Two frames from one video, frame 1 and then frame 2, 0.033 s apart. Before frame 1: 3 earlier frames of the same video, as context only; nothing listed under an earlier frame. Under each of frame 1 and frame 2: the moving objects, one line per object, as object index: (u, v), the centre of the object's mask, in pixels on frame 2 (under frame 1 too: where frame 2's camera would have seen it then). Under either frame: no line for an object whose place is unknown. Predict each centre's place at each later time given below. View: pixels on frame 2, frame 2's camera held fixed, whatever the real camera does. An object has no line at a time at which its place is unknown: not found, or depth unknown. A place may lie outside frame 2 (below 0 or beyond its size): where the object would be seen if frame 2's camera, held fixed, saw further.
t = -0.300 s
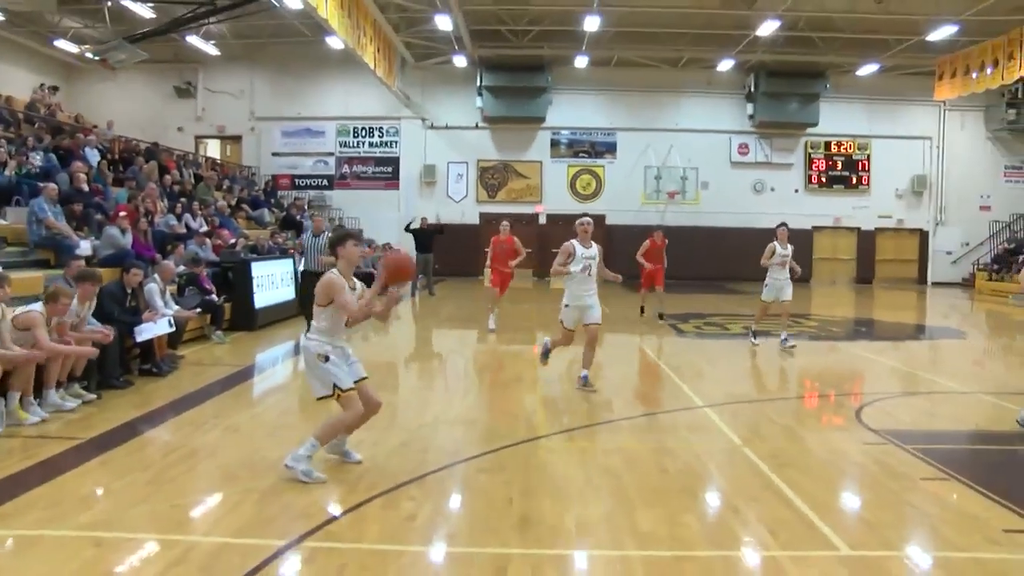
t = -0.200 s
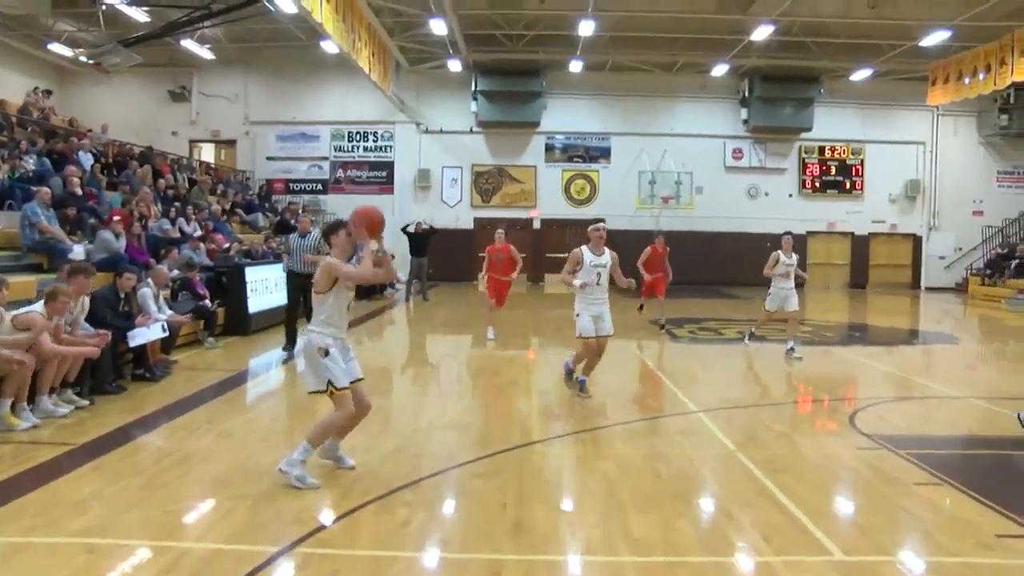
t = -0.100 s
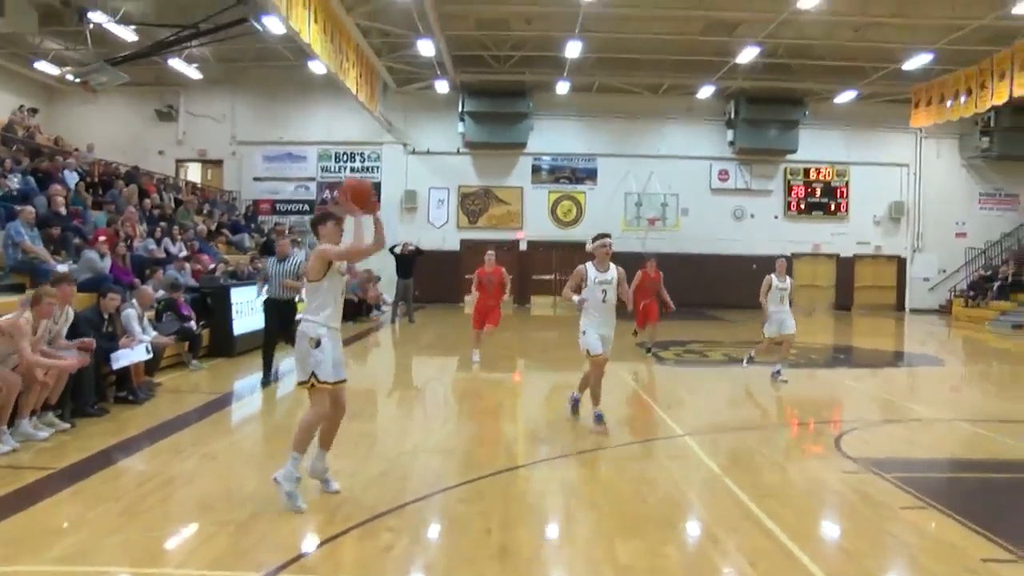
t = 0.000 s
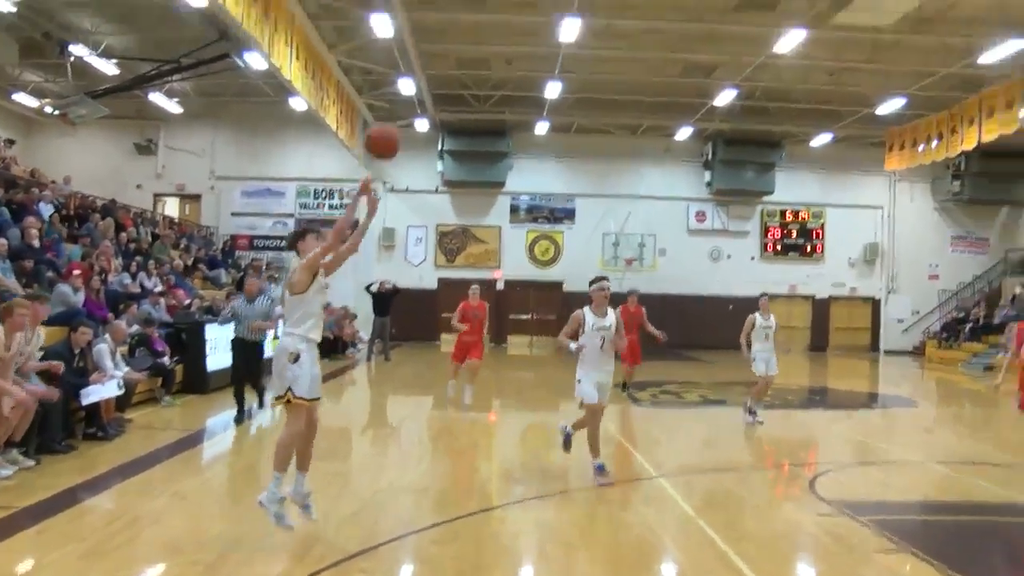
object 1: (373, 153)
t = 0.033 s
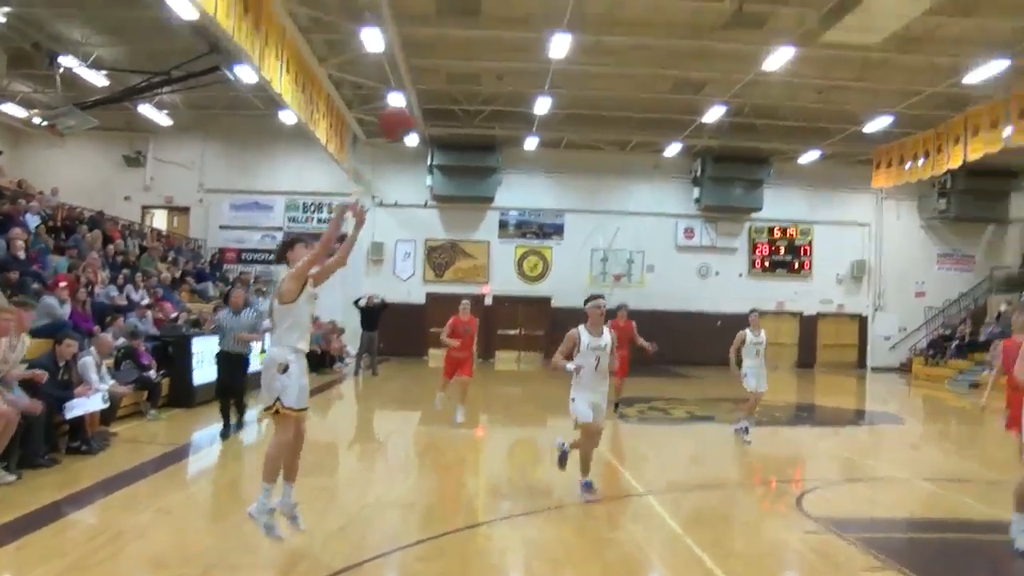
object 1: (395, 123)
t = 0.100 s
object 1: (446, 60)
